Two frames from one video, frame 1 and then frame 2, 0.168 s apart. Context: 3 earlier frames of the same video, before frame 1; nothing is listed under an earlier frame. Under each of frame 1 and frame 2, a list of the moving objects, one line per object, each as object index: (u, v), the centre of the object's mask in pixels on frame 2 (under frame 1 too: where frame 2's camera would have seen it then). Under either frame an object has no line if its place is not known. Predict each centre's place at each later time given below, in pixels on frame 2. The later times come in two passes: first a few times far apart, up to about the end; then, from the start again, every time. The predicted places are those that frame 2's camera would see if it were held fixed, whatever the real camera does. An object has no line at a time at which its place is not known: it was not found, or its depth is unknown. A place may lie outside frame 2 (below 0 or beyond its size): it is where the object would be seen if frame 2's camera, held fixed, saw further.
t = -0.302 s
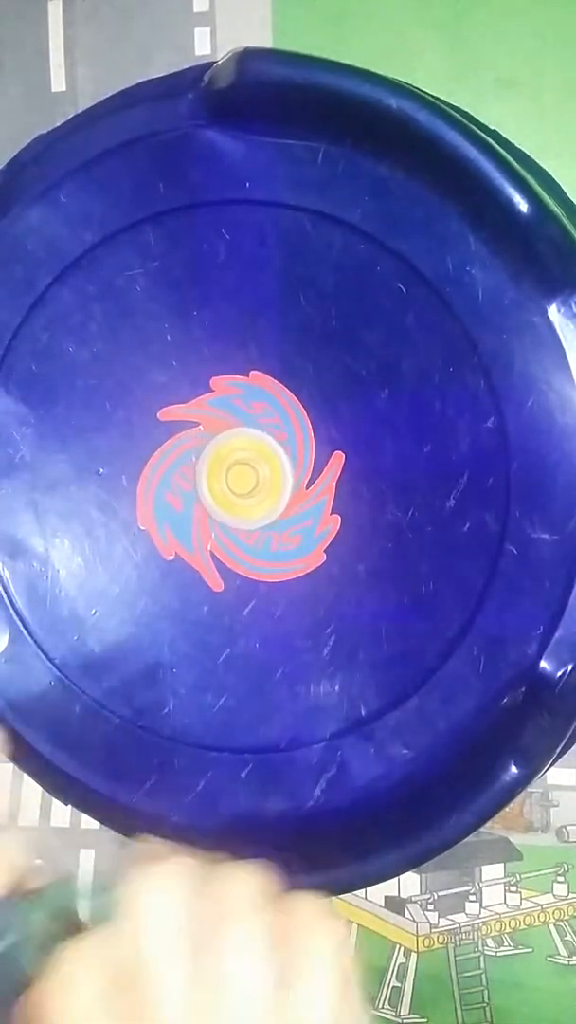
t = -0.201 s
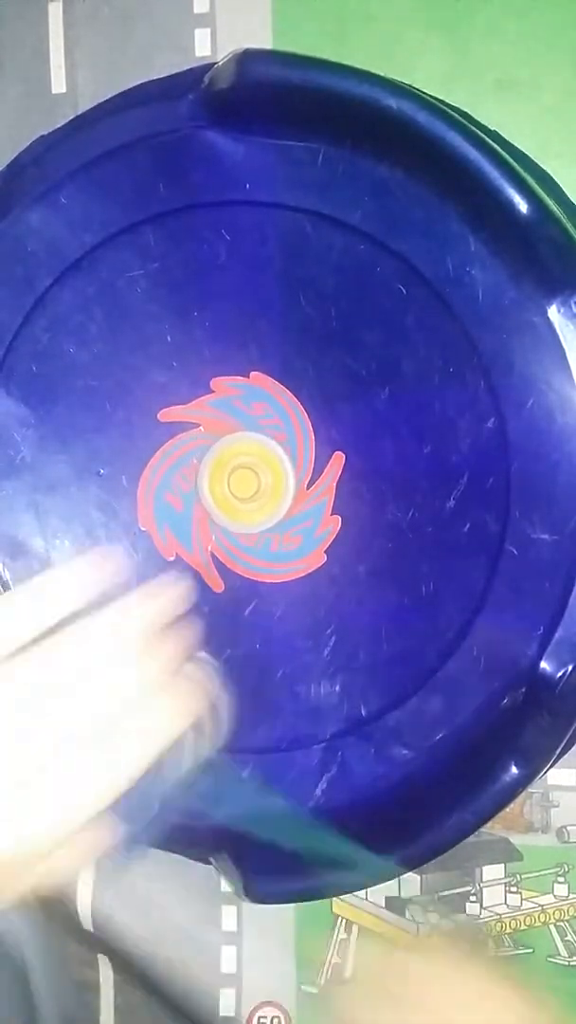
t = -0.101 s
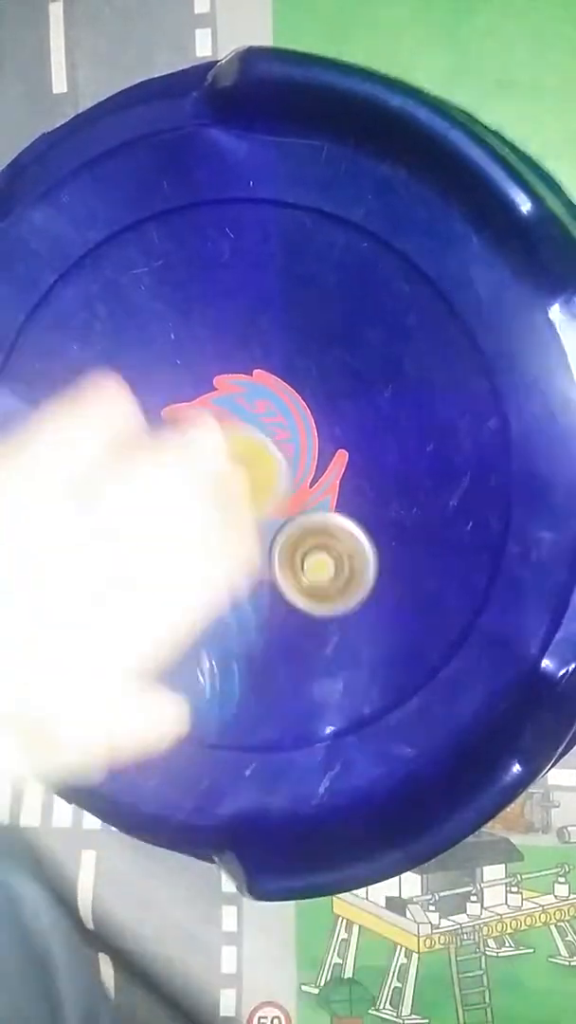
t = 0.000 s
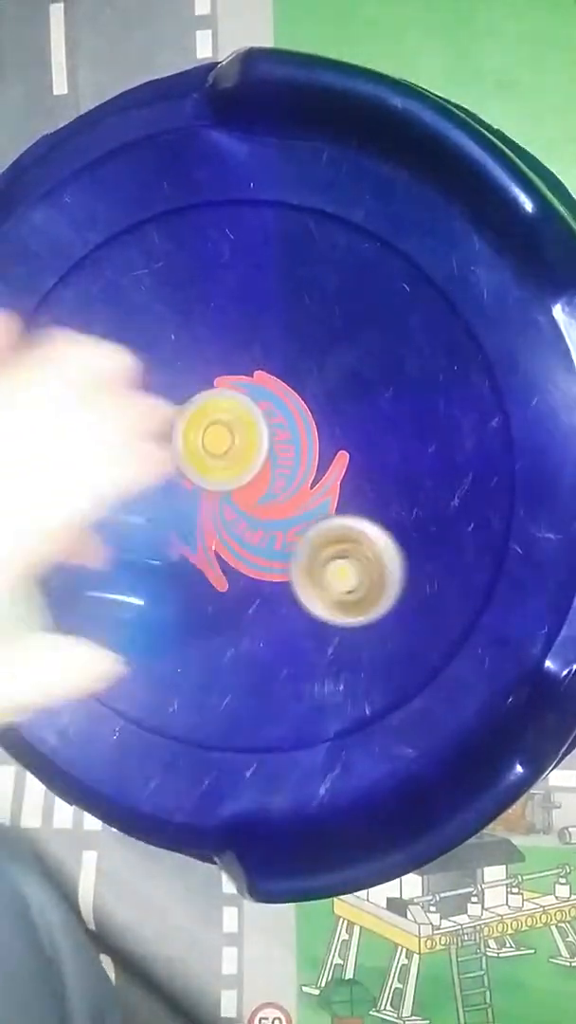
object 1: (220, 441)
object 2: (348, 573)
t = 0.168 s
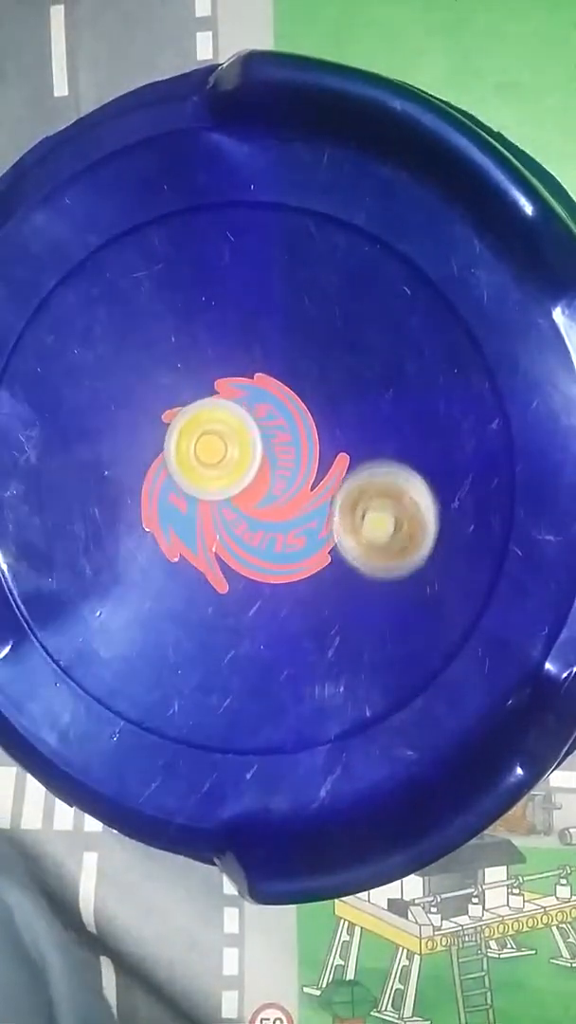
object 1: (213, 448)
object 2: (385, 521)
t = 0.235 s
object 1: (209, 455)
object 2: (395, 479)
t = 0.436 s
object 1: (198, 476)
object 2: (341, 391)
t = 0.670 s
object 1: (176, 505)
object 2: (259, 428)
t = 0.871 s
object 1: (140, 562)
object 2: (251, 471)
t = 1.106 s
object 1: (156, 560)
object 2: (258, 499)
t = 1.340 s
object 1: (153, 544)
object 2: (253, 508)
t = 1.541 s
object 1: (140, 537)
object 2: (263, 488)
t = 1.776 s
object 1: (104, 538)
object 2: (267, 473)
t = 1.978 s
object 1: (128, 534)
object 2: (241, 462)
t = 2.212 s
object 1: (103, 546)
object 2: (274, 451)
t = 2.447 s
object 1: (146, 546)
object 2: (254, 423)
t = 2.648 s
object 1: (174, 549)
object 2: (249, 450)
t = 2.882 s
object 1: (178, 612)
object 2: (267, 449)
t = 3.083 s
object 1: (209, 601)
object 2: (253, 477)
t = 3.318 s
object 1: (200, 663)
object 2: (268, 480)
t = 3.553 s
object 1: (215, 659)
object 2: (239, 482)
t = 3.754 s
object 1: (223, 624)
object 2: (227, 506)
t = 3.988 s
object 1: (226, 601)
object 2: (220, 481)
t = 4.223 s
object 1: (238, 576)
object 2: (186, 458)
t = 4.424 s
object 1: (260, 546)
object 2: (176, 473)
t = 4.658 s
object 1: (333, 556)
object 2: (198, 475)
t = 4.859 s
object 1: (353, 550)
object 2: (243, 467)
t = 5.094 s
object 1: (346, 537)
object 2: (272, 445)
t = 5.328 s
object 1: (320, 536)
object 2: (254, 438)
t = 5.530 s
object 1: (315, 603)
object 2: (189, 422)
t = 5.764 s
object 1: (291, 582)
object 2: (149, 460)
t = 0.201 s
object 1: (211, 452)
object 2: (392, 500)
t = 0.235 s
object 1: (209, 455)
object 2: (395, 479)
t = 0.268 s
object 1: (207, 458)
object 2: (395, 460)
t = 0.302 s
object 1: (205, 462)
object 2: (390, 442)
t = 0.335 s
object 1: (204, 465)
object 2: (382, 424)
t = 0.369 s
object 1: (202, 469)
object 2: (370, 409)
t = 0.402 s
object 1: (200, 473)
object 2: (357, 398)
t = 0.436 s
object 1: (198, 476)
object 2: (341, 391)
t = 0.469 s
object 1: (197, 479)
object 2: (324, 388)
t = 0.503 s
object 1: (196, 481)
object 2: (308, 388)
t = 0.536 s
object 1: (195, 483)
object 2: (294, 392)
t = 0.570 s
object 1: (194, 485)
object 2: (282, 400)
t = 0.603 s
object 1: (193, 487)
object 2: (271, 412)
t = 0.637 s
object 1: (185, 496)
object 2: (264, 421)
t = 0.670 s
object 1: (176, 505)
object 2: (259, 428)
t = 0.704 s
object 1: (156, 523)
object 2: (260, 430)
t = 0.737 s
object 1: (144, 539)
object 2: (258, 439)
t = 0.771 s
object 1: (138, 550)
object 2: (255, 448)
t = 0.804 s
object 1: (136, 557)
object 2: (253, 457)
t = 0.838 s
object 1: (137, 561)
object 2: (252, 464)
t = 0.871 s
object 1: (140, 562)
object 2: (251, 471)
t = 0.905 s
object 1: (143, 564)
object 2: (252, 477)
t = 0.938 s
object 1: (148, 564)
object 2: (254, 482)
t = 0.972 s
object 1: (151, 564)
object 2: (255, 487)
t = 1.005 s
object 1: (155, 563)
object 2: (256, 492)
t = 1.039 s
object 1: (158, 562)
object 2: (257, 495)
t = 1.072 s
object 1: (158, 561)
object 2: (257, 497)
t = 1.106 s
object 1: (156, 560)
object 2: (258, 499)
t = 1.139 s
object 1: (153, 558)
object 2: (258, 501)
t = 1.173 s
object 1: (153, 556)
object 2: (258, 502)
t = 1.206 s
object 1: (152, 553)
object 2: (257, 503)
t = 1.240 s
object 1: (151, 551)
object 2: (256, 504)
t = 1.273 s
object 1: (150, 549)
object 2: (255, 505)
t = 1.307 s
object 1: (153, 546)
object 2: (253, 506)
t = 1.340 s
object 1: (153, 544)
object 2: (253, 508)
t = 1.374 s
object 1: (142, 545)
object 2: (263, 507)
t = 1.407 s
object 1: (134, 544)
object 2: (270, 505)
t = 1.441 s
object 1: (133, 543)
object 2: (271, 502)
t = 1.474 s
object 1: (135, 541)
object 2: (270, 497)
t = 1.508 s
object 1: (137, 539)
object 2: (267, 492)
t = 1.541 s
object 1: (140, 537)
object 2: (263, 488)
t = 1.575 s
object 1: (143, 535)
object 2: (258, 484)
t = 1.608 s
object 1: (145, 533)
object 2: (253, 483)
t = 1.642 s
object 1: (148, 530)
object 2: (248, 482)
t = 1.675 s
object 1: (143, 530)
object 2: (247, 482)
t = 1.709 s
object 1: (123, 536)
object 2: (261, 479)
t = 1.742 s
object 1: (108, 538)
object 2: (266, 476)
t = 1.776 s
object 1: (104, 538)
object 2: (267, 473)
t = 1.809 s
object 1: (105, 538)
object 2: (265, 468)
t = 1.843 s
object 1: (108, 538)
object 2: (261, 465)
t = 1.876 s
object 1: (113, 538)
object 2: (256, 461)
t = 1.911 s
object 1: (118, 537)
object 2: (251, 459)
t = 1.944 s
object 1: (123, 535)
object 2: (246, 460)
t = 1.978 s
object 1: (128, 534)
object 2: (241, 462)
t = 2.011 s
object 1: (133, 532)
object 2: (236, 464)
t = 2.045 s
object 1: (137, 530)
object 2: (234, 468)
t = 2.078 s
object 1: (141, 527)
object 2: (231, 471)
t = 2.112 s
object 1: (126, 534)
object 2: (246, 468)
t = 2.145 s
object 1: (110, 542)
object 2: (261, 463)
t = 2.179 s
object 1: (102, 546)
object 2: (270, 457)
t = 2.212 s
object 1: (103, 546)
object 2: (274, 451)
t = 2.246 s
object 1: (108, 546)
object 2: (275, 444)
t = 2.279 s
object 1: (114, 547)
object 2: (275, 437)
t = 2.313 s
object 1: (120, 547)
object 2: (272, 431)
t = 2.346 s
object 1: (125, 547)
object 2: (268, 426)
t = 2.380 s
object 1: (132, 547)
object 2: (264, 423)
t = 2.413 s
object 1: (139, 547)
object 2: (259, 422)
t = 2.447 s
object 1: (146, 546)
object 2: (254, 423)
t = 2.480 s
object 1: (153, 545)
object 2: (249, 426)
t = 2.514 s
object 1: (160, 543)
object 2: (245, 431)
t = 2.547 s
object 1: (167, 541)
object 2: (243, 437)
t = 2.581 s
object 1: (174, 539)
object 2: (242, 444)
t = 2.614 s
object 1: (181, 537)
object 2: (242, 451)
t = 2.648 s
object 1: (174, 549)
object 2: (249, 450)
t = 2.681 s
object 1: (162, 571)
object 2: (261, 444)
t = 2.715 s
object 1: (157, 592)
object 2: (271, 441)
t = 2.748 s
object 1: (157, 606)
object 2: (275, 443)
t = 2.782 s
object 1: (159, 612)
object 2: (275, 443)
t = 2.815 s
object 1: (165, 613)
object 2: (274, 444)
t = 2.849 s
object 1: (171, 613)
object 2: (271, 447)
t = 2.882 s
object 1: (178, 612)
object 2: (267, 449)
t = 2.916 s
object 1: (184, 610)
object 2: (263, 453)
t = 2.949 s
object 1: (190, 608)
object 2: (260, 457)
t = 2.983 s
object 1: (195, 606)
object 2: (257, 462)
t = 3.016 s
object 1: (200, 605)
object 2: (255, 467)
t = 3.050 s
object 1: (205, 603)
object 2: (254, 472)
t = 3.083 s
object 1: (209, 601)
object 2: (253, 477)
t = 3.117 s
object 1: (214, 599)
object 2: (253, 483)
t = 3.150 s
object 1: (218, 597)
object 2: (253, 488)
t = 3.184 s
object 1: (221, 594)
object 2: (253, 494)
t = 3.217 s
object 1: (221, 597)
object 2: (252, 497)
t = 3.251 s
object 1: (215, 619)
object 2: (255, 494)
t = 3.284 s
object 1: (205, 644)
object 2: (263, 484)
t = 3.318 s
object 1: (200, 663)
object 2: (268, 480)
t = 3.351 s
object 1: (198, 674)
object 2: (269, 477)
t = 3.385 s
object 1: (199, 678)
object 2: (267, 475)
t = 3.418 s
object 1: (201, 678)
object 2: (263, 473)
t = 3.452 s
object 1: (204, 675)
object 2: (258, 473)
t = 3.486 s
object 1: (210, 668)
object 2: (247, 476)
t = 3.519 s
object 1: (212, 663)
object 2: (243, 478)
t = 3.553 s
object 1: (215, 659)
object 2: (239, 482)
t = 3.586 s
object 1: (217, 654)
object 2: (235, 486)
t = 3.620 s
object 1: (219, 649)
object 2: (232, 490)
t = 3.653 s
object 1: (220, 644)
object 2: (229, 494)
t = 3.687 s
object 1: (221, 638)
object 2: (228, 498)
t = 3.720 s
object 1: (222, 631)
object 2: (227, 503)
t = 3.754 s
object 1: (223, 624)
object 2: (227, 506)
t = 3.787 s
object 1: (224, 618)
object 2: (228, 508)
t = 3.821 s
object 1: (222, 625)
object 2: (231, 498)
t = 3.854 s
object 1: (220, 627)
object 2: (232, 490)
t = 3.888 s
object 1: (220, 622)
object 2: (230, 486)
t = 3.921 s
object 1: (222, 616)
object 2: (228, 484)
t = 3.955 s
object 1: (224, 609)
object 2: (224, 482)
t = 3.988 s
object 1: (226, 601)
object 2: (220, 481)
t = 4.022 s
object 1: (228, 593)
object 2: (215, 481)
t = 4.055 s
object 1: (230, 587)
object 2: (211, 480)
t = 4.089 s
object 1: (233, 592)
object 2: (205, 469)
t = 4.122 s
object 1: (234, 592)
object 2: (200, 462)
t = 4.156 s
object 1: (235, 588)
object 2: (195, 458)
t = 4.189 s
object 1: (237, 583)
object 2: (190, 457)
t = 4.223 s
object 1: (238, 576)
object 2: (186, 458)
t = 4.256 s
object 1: (241, 569)
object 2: (182, 459)
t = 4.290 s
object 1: (243, 562)
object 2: (180, 461)
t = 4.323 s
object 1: (245, 555)
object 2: (178, 465)
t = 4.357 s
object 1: (247, 548)
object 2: (178, 469)
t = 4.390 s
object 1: (250, 544)
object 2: (177, 471)
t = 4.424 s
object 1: (260, 546)
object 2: (176, 473)
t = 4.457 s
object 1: (266, 543)
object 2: (177, 474)
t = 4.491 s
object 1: (269, 540)
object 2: (181, 476)
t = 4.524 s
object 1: (271, 535)
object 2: (185, 478)
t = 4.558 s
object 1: (275, 531)
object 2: (190, 478)
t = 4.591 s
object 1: (290, 539)
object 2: (190, 479)
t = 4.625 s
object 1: (313, 550)
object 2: (193, 477)
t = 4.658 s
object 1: (333, 556)
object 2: (198, 475)
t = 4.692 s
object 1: (343, 560)
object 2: (206, 476)
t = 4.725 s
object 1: (347, 561)
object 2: (213, 475)
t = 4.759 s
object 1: (348, 559)
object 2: (221, 474)
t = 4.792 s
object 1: (350, 555)
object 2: (229, 472)
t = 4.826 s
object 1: (352, 552)
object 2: (236, 469)
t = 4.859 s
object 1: (353, 550)
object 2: (243, 467)
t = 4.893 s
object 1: (354, 548)
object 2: (250, 465)
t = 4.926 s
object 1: (354, 546)
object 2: (255, 462)
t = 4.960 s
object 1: (353, 544)
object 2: (261, 459)
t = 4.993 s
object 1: (352, 542)
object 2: (265, 456)
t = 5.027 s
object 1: (350, 540)
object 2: (268, 452)
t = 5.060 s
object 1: (348, 538)
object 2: (271, 448)
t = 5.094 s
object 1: (346, 537)
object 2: (272, 445)
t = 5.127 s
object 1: (343, 535)
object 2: (272, 442)
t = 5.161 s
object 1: (340, 534)
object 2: (271, 441)
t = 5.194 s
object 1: (337, 532)
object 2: (270, 440)
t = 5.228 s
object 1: (333, 530)
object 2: (268, 441)
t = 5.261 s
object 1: (328, 529)
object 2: (265, 442)
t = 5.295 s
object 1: (324, 532)
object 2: (260, 440)
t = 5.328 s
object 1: (320, 536)
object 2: (254, 438)
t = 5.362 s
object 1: (314, 536)
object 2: (249, 440)
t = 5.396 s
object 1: (308, 535)
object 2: (244, 443)
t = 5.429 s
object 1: (305, 540)
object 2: (237, 447)
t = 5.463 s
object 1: (312, 567)
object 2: (216, 429)
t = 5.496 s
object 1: (317, 588)
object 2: (201, 422)
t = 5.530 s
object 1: (315, 603)
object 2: (189, 422)
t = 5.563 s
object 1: (311, 608)
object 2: (179, 426)
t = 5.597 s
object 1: (308, 606)
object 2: (170, 430)
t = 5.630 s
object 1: (306, 602)
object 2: (162, 436)
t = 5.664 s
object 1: (303, 598)
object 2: (156, 443)
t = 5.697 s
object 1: (300, 594)
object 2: (152, 449)
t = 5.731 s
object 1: (296, 588)
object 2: (150, 453)
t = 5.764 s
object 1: (291, 582)
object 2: (149, 460)
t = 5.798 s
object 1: (286, 576)
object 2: (148, 468)
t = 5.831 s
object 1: (281, 570)
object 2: (149, 477)
